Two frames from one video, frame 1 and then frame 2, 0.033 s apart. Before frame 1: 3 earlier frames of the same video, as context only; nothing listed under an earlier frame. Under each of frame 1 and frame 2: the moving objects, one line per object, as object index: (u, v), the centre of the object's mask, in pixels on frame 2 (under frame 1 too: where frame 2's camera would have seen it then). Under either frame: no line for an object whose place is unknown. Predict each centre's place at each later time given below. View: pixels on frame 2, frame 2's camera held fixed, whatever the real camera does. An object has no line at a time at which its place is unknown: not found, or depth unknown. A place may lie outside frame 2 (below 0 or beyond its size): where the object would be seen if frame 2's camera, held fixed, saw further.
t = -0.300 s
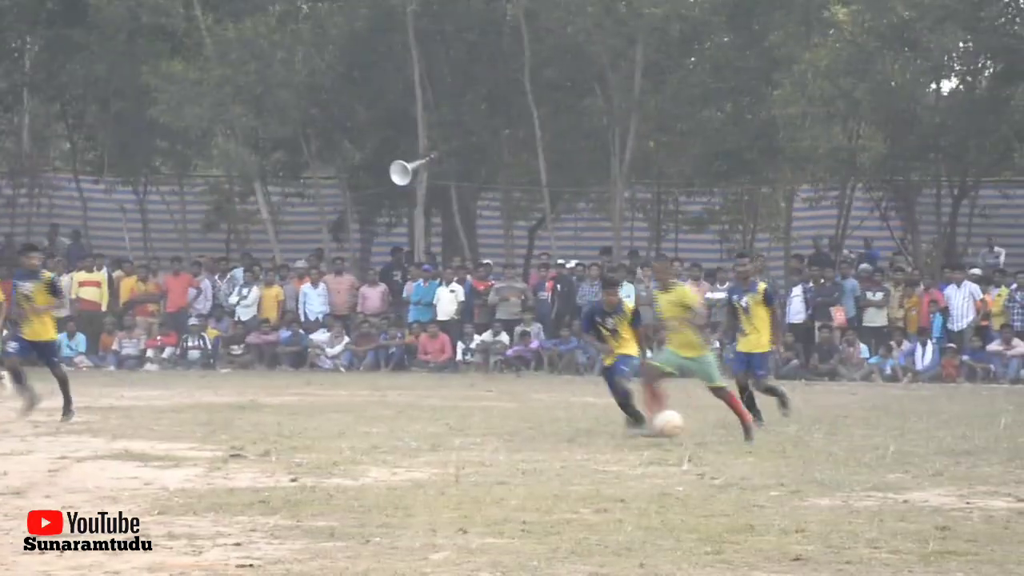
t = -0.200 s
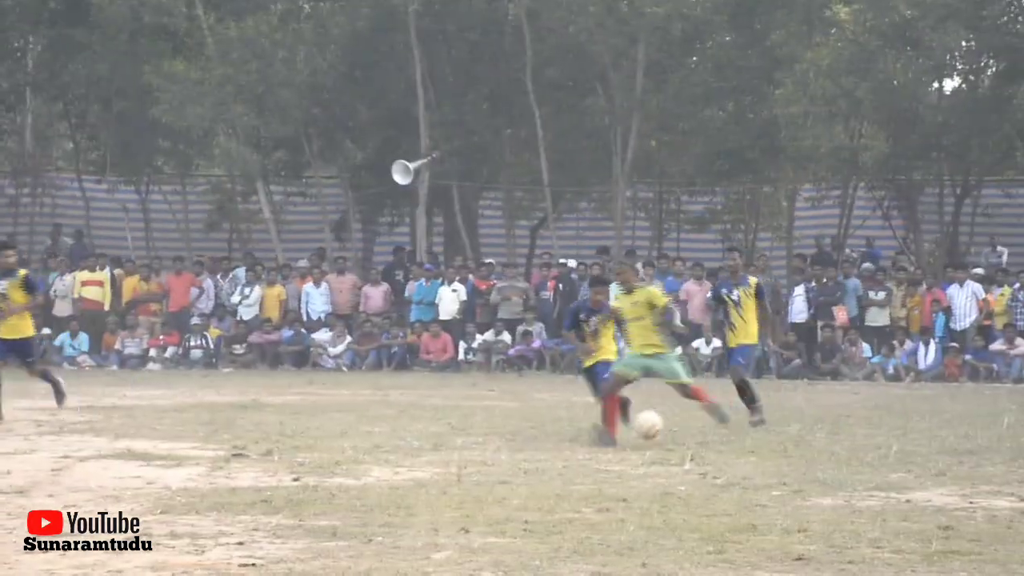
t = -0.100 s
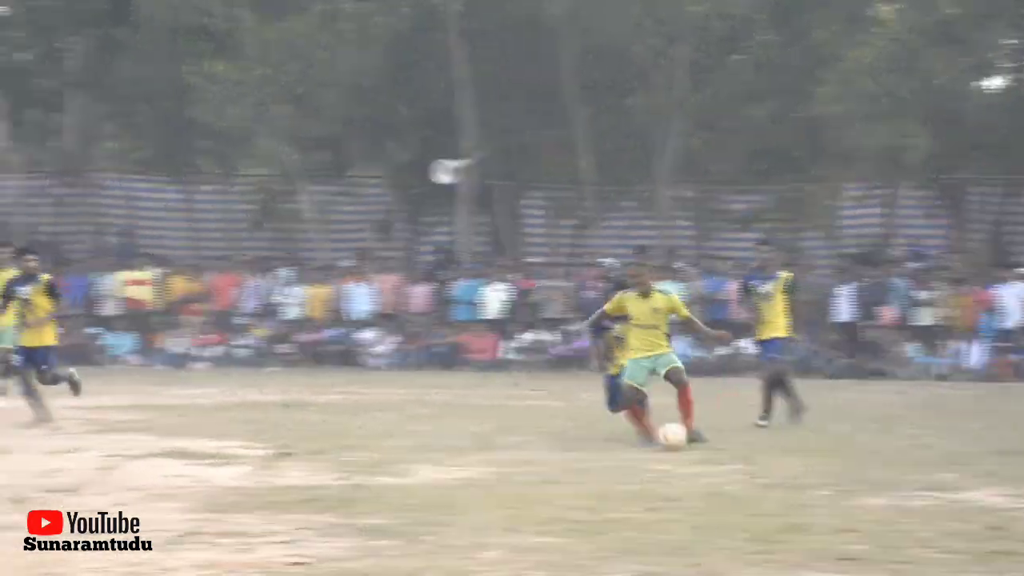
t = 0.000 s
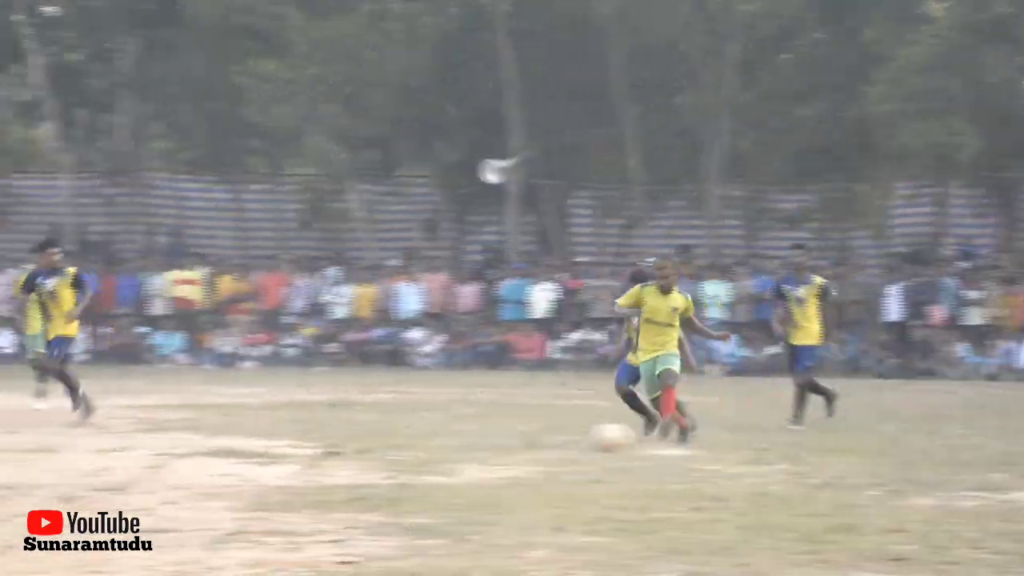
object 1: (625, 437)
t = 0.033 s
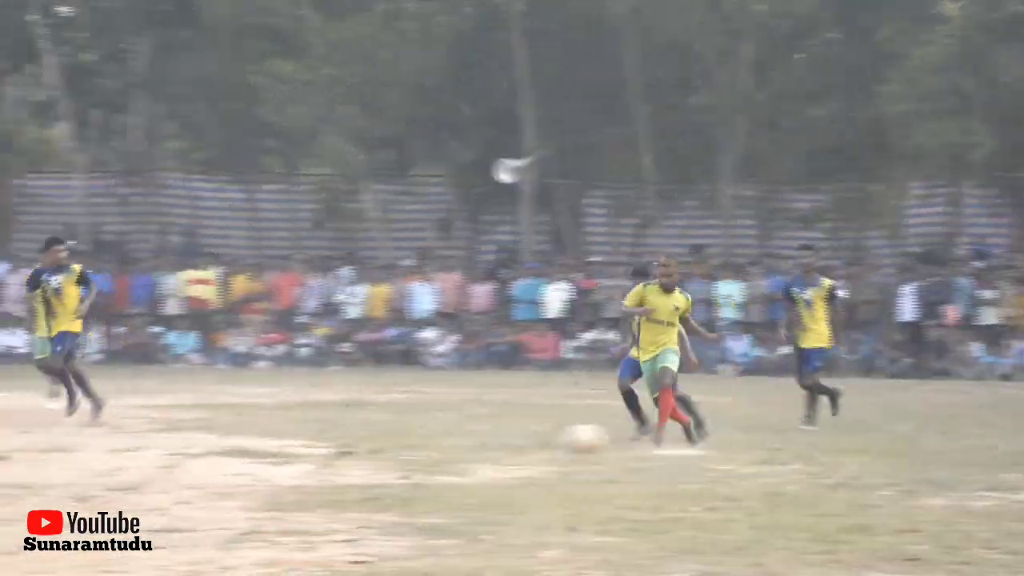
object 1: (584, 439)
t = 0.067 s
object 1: (543, 441)
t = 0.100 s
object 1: (502, 445)
